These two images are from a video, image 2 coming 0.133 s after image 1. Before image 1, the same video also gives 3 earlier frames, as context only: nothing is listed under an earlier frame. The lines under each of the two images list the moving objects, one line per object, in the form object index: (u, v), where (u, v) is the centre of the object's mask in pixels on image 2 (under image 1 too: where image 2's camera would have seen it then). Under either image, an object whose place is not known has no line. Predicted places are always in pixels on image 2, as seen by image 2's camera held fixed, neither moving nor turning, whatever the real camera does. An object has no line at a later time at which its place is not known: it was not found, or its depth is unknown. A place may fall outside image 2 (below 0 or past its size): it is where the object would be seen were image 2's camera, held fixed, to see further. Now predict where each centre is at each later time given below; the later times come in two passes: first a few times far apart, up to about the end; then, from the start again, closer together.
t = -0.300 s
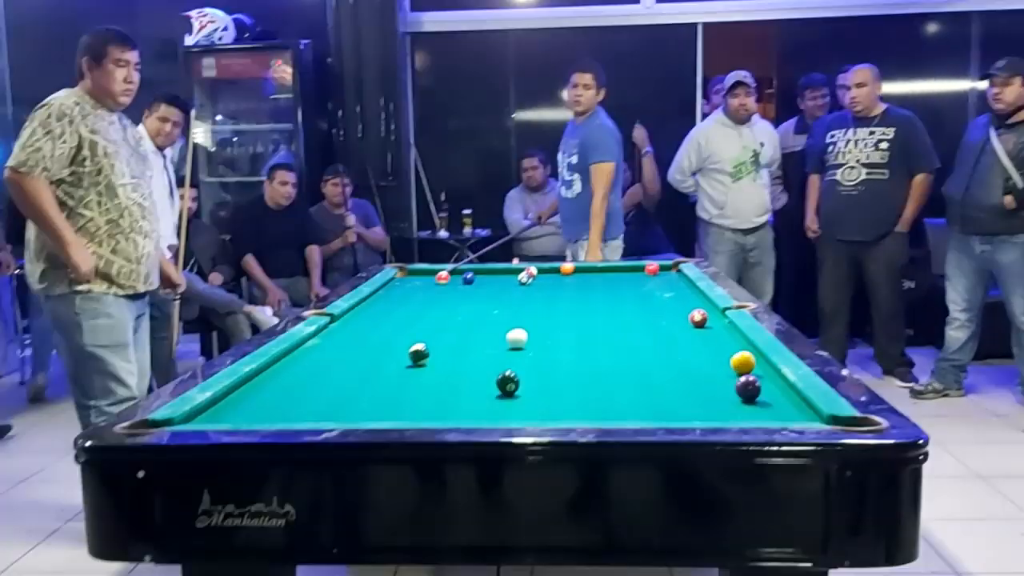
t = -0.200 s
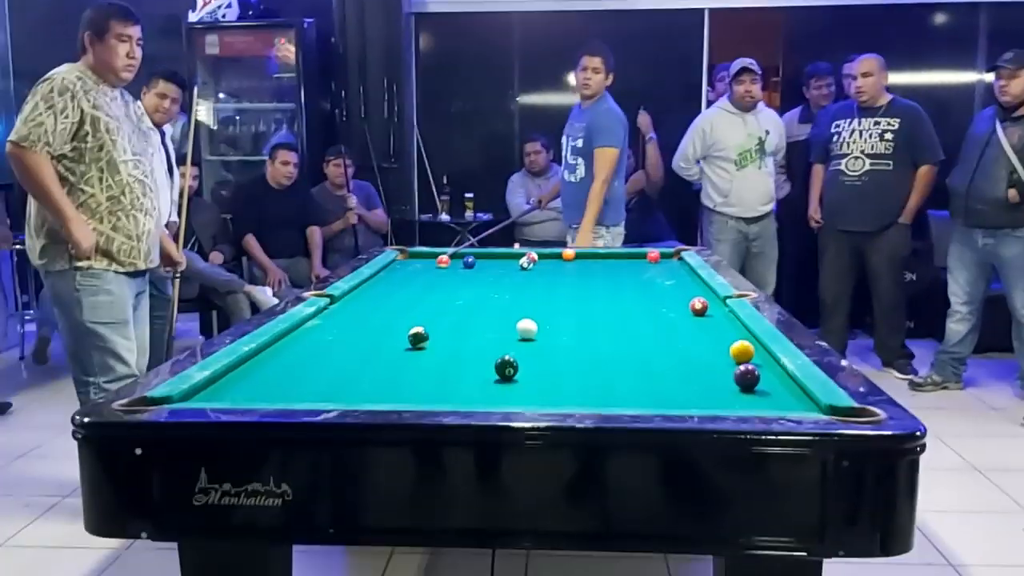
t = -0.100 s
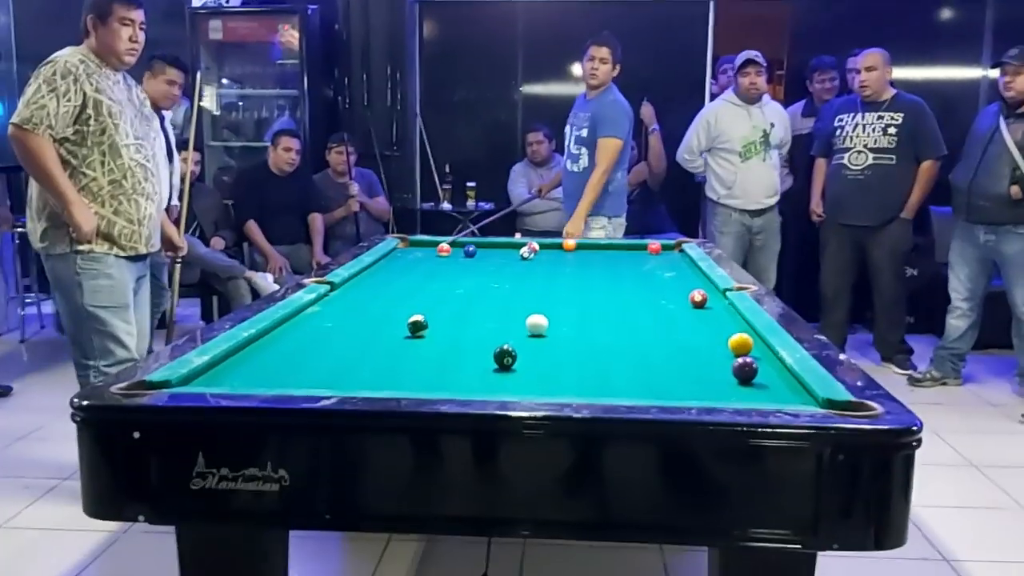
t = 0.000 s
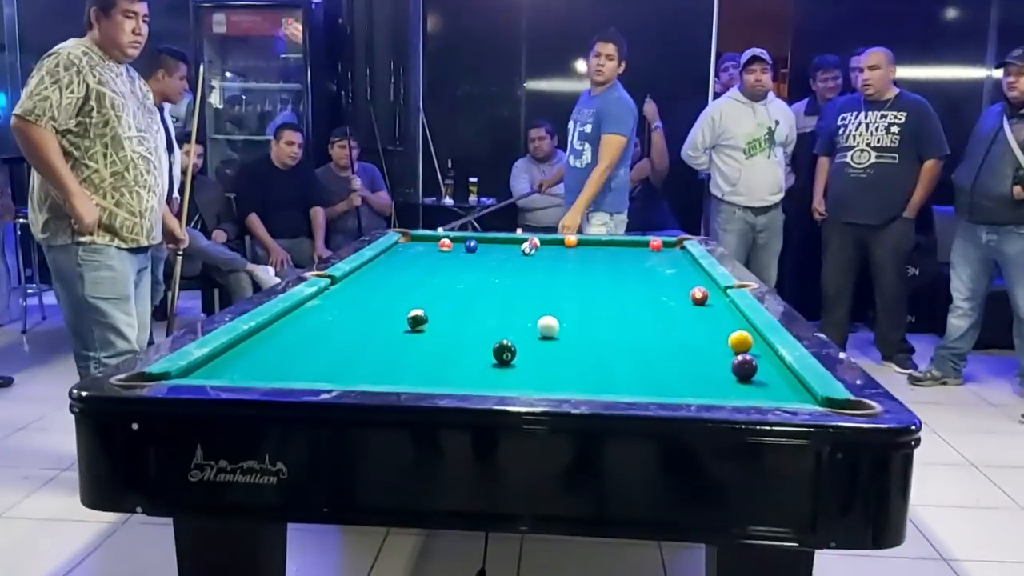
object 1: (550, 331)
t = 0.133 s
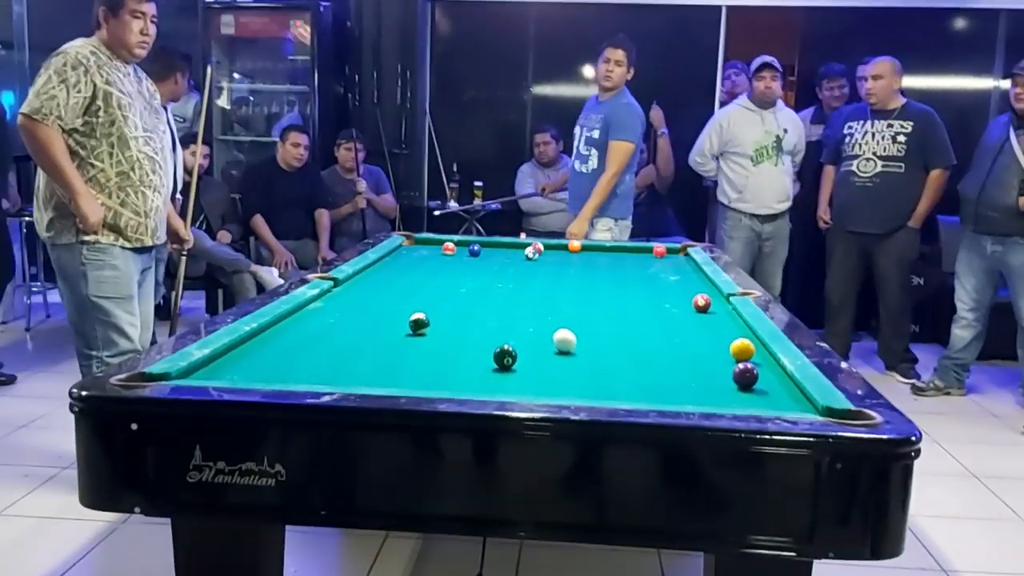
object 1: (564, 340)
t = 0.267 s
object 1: (580, 350)
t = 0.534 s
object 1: (616, 371)
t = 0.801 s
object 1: (656, 392)
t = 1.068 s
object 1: (686, 396)
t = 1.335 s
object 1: (702, 386)
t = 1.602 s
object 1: (714, 374)
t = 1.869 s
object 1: (719, 365)
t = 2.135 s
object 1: (721, 358)
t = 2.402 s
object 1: (722, 352)
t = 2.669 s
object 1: (716, 348)
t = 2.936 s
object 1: (710, 345)
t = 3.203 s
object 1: (707, 343)
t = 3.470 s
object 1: (705, 342)
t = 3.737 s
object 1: (704, 342)
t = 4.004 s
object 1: (705, 341)
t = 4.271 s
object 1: (704, 342)
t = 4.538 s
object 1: (704, 342)
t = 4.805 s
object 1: (705, 342)
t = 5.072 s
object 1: (705, 342)
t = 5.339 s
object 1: (704, 342)
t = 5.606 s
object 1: (704, 342)
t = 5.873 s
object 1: (704, 342)
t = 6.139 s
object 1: (705, 342)
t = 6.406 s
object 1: (705, 342)
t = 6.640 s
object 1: (705, 342)
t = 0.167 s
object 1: (568, 343)
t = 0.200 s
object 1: (572, 345)
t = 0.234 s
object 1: (576, 348)
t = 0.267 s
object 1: (580, 350)
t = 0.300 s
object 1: (584, 352)
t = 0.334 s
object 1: (589, 355)
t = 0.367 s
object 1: (593, 358)
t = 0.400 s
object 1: (597, 360)
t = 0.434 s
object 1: (602, 363)
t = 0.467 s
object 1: (606, 365)
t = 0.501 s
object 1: (611, 368)
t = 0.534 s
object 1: (616, 371)
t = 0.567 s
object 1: (620, 374)
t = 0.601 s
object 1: (625, 376)
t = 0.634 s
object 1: (630, 379)
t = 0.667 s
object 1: (635, 382)
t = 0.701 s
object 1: (640, 385)
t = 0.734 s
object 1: (645, 388)
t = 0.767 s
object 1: (650, 390)
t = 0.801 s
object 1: (656, 392)
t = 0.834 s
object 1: (661, 394)
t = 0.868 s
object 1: (667, 395)
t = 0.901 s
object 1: (672, 398)
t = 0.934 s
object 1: (678, 399)
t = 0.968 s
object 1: (680, 398)
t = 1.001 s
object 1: (682, 397)
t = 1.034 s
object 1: (684, 396)
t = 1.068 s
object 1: (686, 396)
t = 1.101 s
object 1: (689, 395)
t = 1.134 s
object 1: (691, 393)
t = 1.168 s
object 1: (693, 392)
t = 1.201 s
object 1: (695, 391)
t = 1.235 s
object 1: (697, 390)
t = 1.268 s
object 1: (699, 388)
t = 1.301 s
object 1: (700, 387)
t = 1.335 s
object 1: (702, 386)
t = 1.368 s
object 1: (704, 384)
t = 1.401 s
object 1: (705, 382)
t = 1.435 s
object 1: (707, 381)
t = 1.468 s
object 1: (709, 380)
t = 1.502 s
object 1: (710, 378)
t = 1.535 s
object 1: (712, 377)
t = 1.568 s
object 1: (713, 376)
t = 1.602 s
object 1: (714, 374)
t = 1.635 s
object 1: (716, 373)
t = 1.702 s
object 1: (718, 371)
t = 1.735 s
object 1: (718, 370)
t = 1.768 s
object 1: (718, 369)
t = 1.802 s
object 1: (719, 367)
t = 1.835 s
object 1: (719, 366)
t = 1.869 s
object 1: (719, 365)
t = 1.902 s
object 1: (719, 364)
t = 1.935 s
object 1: (720, 363)
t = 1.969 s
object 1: (720, 362)
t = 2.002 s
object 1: (720, 361)
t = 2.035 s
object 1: (720, 361)
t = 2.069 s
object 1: (721, 360)
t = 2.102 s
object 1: (721, 359)
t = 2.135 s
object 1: (721, 358)
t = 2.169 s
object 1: (721, 357)
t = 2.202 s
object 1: (721, 357)
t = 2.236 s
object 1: (722, 356)
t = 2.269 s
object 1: (722, 355)
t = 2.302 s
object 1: (722, 354)
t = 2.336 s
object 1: (722, 354)
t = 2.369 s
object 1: (722, 353)
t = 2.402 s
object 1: (722, 352)
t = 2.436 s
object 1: (722, 351)
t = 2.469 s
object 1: (721, 351)
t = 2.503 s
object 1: (720, 350)
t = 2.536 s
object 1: (719, 349)
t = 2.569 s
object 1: (718, 349)
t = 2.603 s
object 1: (717, 348)
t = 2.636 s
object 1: (716, 348)
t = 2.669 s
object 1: (716, 348)
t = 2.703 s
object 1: (715, 347)
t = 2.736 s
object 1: (714, 347)
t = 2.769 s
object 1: (713, 346)
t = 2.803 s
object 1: (712, 346)
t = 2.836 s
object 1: (712, 346)
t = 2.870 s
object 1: (711, 345)
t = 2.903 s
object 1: (711, 345)
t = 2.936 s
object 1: (710, 345)
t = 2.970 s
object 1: (709, 344)
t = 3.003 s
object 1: (709, 344)
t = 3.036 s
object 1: (709, 344)
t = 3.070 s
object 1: (708, 344)
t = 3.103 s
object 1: (708, 343)
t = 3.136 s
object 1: (707, 343)
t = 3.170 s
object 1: (707, 343)
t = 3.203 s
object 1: (707, 343)
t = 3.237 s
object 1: (707, 342)
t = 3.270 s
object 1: (706, 342)
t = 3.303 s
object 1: (706, 342)
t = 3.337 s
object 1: (706, 342)
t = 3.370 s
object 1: (706, 342)
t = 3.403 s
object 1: (705, 342)
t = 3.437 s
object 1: (705, 342)
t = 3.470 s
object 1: (705, 342)
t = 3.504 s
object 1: (705, 342)
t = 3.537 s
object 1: (705, 342)
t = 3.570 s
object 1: (705, 342)
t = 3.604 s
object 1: (704, 342)
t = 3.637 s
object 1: (704, 342)
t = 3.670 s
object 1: (704, 342)
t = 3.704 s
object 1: (704, 342)
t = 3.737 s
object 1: (704, 342)
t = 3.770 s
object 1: (704, 342)
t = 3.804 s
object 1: (705, 342)
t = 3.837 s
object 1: (704, 342)
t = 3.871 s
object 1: (704, 342)
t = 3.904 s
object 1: (704, 342)
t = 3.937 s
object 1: (704, 341)
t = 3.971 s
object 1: (704, 341)
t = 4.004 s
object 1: (705, 341)
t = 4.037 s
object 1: (704, 341)
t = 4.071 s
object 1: (704, 342)
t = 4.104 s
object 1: (704, 342)
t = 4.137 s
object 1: (704, 342)
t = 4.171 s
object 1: (704, 342)
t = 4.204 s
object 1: (704, 342)
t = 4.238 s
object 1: (704, 342)
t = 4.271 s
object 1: (704, 342)
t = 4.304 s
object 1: (705, 342)
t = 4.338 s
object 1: (705, 342)
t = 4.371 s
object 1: (704, 342)
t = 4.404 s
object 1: (704, 342)
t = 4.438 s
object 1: (704, 342)
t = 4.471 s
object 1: (704, 342)
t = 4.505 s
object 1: (704, 342)
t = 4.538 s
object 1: (704, 342)
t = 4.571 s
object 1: (705, 342)
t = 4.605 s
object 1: (704, 342)
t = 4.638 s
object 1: (705, 342)
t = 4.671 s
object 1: (704, 342)
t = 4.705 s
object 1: (704, 342)
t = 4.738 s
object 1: (705, 342)
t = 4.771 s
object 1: (705, 342)
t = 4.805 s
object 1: (705, 342)
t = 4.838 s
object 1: (705, 342)
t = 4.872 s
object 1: (705, 342)
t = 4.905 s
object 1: (704, 342)
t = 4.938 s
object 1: (704, 342)
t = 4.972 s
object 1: (704, 342)
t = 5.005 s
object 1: (705, 342)
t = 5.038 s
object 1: (704, 342)
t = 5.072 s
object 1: (705, 342)
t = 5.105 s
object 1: (704, 342)
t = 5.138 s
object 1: (705, 342)
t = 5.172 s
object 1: (704, 342)
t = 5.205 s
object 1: (705, 342)
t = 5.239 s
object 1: (704, 342)
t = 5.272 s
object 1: (704, 342)
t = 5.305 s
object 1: (704, 342)
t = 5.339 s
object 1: (704, 342)
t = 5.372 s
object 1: (704, 342)
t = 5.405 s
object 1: (704, 342)
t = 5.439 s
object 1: (704, 342)
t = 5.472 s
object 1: (704, 342)
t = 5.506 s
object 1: (704, 342)
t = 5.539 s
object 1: (705, 342)
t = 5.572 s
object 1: (704, 342)
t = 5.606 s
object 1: (704, 342)
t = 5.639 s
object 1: (705, 342)
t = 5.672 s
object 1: (704, 342)
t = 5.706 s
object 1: (704, 342)
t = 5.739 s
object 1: (704, 342)
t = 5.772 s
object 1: (704, 342)
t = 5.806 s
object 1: (704, 342)
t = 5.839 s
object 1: (704, 342)
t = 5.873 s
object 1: (704, 342)
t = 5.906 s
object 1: (705, 342)
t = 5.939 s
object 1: (705, 342)
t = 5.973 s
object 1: (704, 342)
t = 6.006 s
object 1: (704, 342)
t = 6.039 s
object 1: (705, 342)
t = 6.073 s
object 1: (705, 342)
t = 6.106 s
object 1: (705, 342)
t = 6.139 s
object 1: (705, 342)
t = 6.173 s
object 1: (705, 342)
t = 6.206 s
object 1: (705, 342)
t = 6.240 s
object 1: (704, 342)
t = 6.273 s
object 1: (705, 342)
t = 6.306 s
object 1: (705, 342)
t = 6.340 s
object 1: (705, 342)
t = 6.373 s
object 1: (705, 342)
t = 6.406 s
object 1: (705, 342)
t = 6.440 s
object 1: (705, 342)
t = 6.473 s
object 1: (705, 342)
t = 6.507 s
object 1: (705, 342)
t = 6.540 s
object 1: (705, 342)
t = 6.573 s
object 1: (705, 342)
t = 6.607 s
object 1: (704, 342)
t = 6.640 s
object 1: (705, 342)
